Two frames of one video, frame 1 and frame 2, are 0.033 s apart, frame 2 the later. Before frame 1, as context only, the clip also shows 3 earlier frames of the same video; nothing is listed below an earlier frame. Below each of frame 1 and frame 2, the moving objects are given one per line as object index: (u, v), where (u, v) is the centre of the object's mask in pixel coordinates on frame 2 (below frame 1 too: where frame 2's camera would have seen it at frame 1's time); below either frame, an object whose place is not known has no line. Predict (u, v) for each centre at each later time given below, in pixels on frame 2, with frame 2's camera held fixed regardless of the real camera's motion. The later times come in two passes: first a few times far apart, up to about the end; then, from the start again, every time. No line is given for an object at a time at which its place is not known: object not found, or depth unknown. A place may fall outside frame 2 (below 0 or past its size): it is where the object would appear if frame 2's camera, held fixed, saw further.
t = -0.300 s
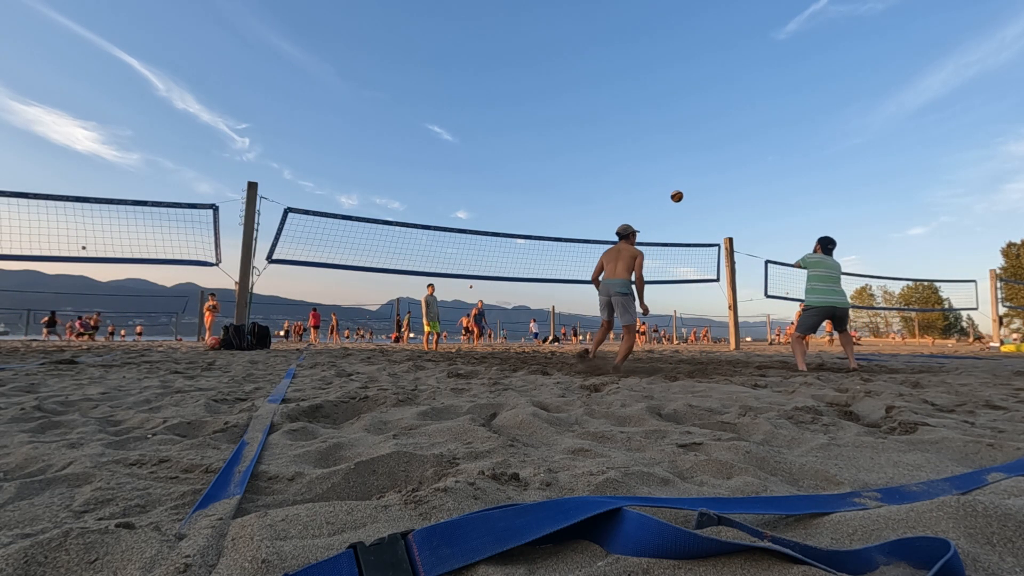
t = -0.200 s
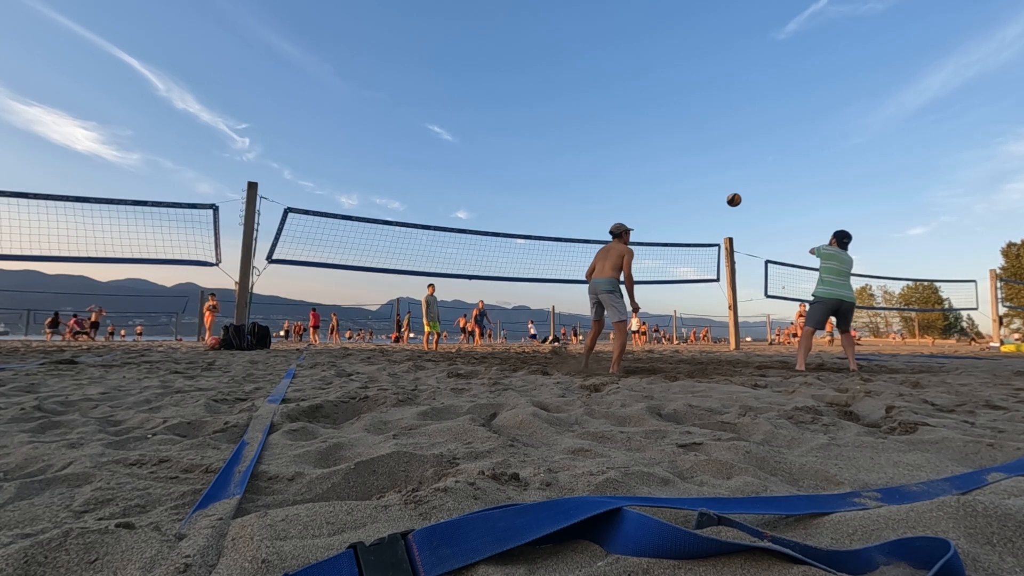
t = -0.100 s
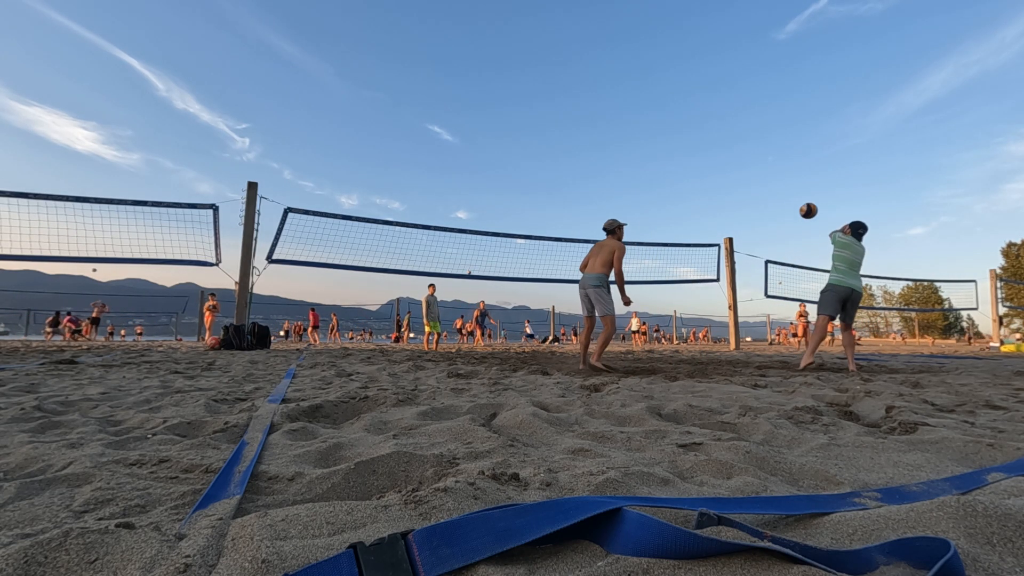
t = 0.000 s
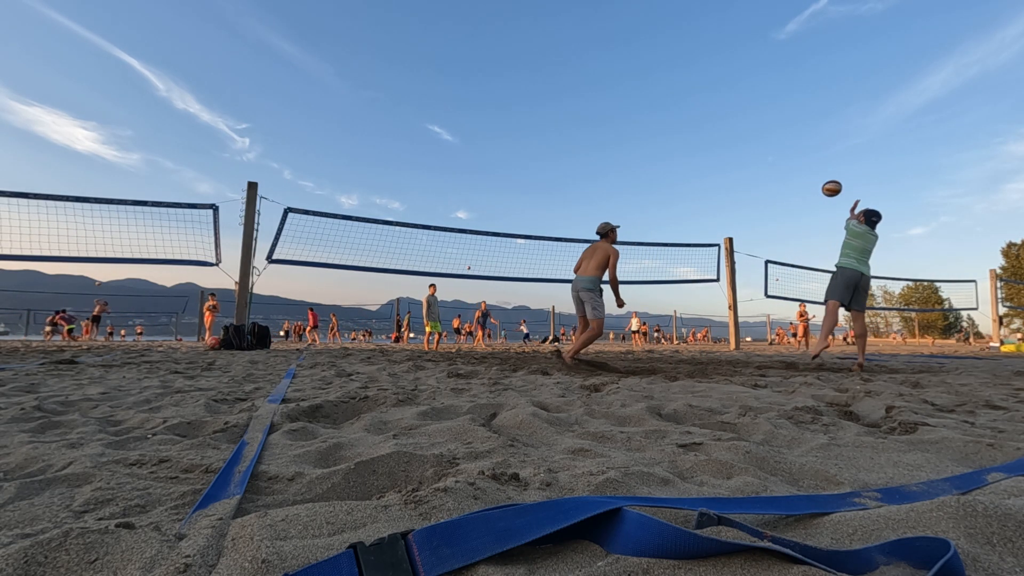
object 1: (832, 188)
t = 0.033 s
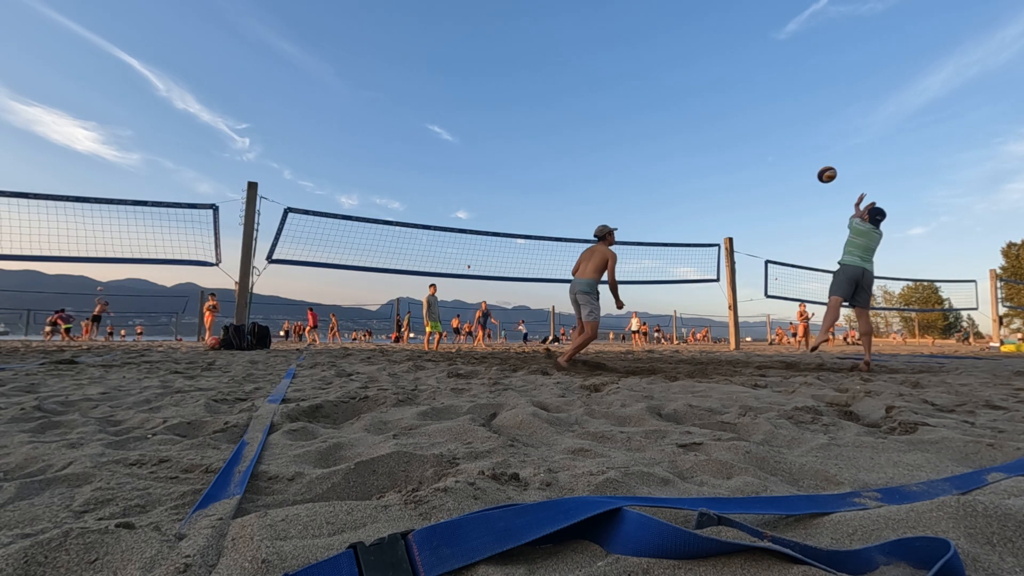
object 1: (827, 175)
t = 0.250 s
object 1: (797, 108)
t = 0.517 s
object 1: (767, 77)
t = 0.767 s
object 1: (743, 92)
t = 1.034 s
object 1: (722, 151)
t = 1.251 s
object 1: (707, 231)
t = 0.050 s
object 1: (824, 168)
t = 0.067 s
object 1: (822, 162)
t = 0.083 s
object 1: (819, 156)
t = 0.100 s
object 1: (817, 150)
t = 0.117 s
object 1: (815, 144)
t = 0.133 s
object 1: (812, 139)
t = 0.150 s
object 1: (810, 134)
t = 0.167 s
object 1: (808, 129)
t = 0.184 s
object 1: (806, 124)
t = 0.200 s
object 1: (804, 120)
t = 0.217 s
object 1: (801, 116)
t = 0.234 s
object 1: (799, 112)
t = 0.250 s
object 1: (797, 108)
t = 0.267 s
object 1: (795, 105)
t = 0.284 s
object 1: (793, 101)
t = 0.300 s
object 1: (791, 98)
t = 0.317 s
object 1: (789, 96)
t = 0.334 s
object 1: (787, 93)
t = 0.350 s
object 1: (785, 90)
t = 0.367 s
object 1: (783, 88)
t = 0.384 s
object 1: (782, 86)
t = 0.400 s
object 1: (780, 84)
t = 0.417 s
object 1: (778, 82)
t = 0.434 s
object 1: (776, 81)
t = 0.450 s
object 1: (774, 80)
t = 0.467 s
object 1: (772, 79)
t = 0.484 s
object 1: (771, 78)
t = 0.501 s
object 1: (769, 77)
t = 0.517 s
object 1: (767, 77)
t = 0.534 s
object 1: (765, 76)
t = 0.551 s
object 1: (764, 76)
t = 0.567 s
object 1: (762, 76)
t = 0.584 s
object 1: (760, 77)
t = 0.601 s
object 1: (759, 77)
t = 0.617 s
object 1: (757, 78)
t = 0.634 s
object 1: (755, 78)
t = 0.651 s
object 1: (754, 80)
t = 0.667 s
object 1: (753, 81)
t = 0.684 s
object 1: (751, 82)
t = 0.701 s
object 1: (749, 84)
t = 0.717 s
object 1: (747, 85)
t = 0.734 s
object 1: (746, 87)
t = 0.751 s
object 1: (745, 89)
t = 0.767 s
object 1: (743, 92)
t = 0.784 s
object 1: (741, 94)
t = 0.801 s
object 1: (740, 97)
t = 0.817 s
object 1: (739, 100)
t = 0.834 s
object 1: (737, 103)
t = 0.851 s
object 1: (736, 105)
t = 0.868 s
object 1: (734, 109)
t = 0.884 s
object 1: (733, 112)
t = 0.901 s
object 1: (732, 116)
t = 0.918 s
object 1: (730, 120)
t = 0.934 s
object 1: (729, 124)
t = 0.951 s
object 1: (728, 128)
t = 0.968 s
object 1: (727, 132)
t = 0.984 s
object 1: (725, 137)
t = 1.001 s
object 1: (724, 141)
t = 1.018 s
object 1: (723, 146)
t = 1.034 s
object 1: (722, 151)
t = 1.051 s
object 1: (720, 156)
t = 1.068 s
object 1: (719, 161)
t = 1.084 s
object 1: (718, 167)
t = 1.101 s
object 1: (717, 173)
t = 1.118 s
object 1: (716, 178)
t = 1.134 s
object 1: (715, 184)
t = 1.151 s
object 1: (714, 190)
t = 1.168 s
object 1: (712, 197)
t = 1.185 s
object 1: (711, 203)
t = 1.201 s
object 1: (710, 210)
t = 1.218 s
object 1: (709, 217)
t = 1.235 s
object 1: (708, 223)
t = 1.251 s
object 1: (707, 231)
